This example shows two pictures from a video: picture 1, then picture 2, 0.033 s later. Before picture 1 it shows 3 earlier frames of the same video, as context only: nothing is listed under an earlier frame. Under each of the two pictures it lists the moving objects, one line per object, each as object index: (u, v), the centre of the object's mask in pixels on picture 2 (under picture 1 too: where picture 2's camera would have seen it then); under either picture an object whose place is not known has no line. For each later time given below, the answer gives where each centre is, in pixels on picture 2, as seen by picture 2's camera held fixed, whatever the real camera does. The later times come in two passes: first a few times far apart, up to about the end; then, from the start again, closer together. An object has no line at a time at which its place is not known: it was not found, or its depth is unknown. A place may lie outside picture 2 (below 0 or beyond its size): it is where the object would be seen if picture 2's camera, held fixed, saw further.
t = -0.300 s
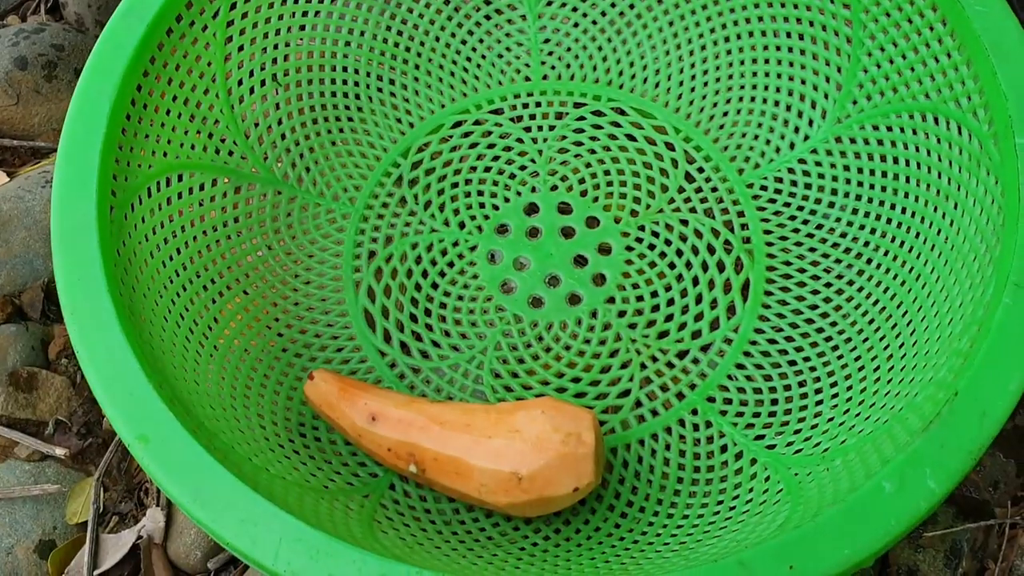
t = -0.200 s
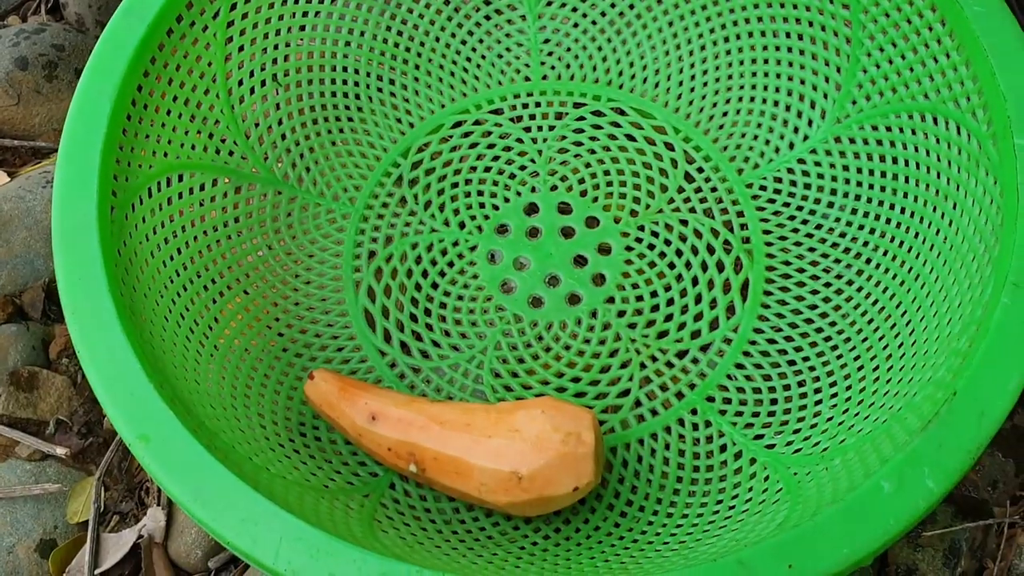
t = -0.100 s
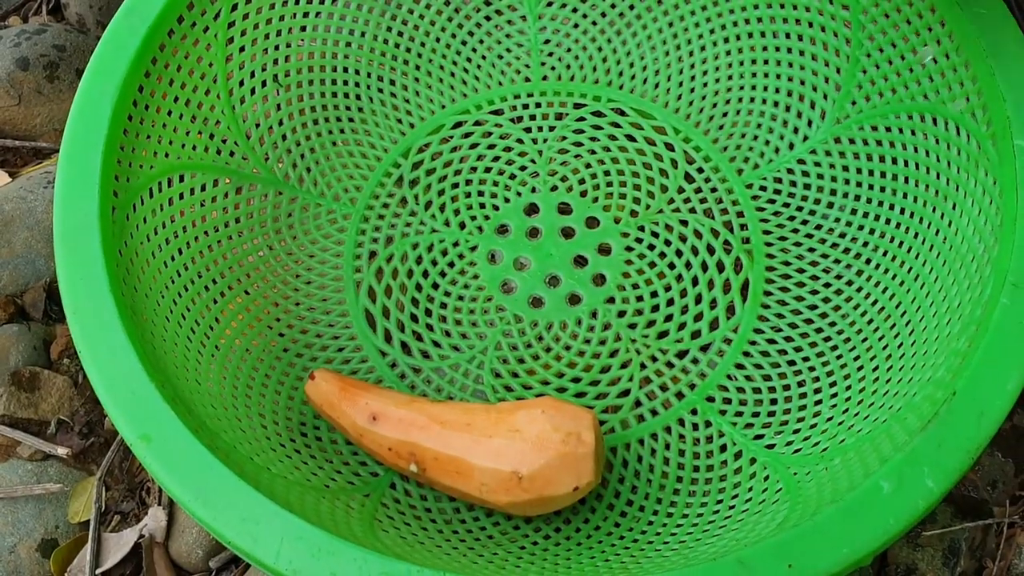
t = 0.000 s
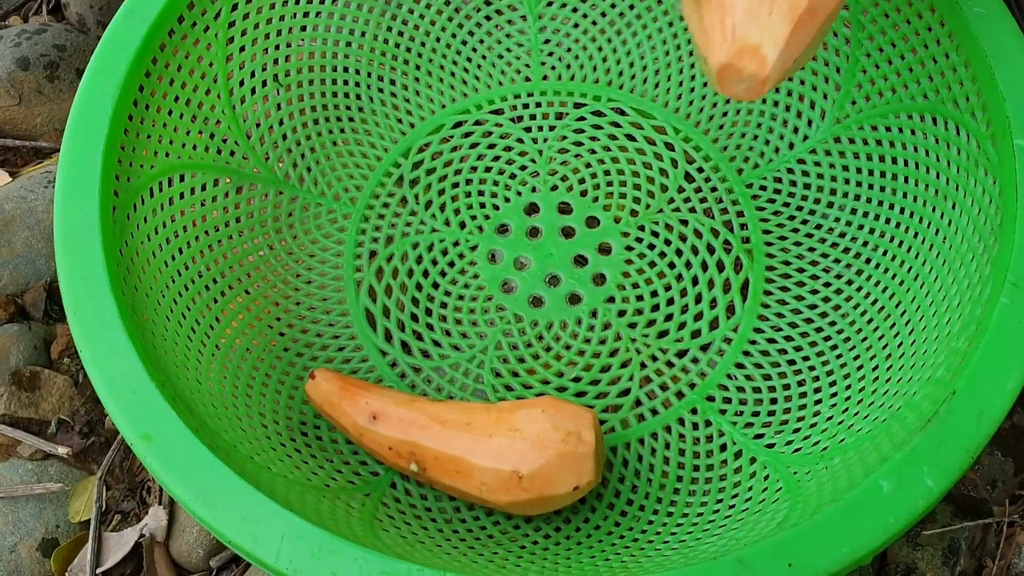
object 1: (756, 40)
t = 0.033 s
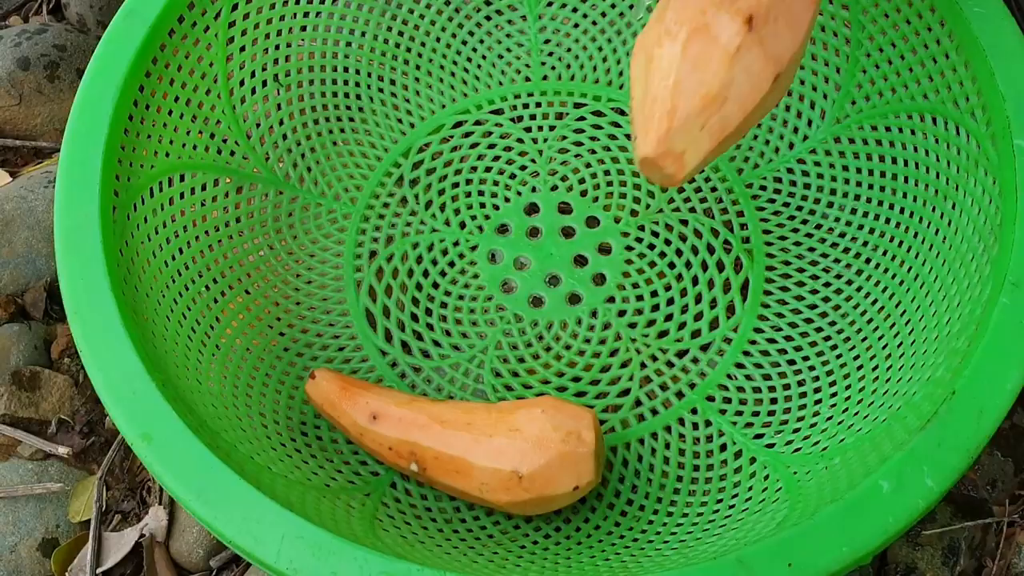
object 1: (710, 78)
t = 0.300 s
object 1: (587, 500)
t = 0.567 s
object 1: (553, 439)
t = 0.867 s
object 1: (541, 459)
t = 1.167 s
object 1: (542, 459)
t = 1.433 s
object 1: (542, 459)
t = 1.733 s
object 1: (542, 459)
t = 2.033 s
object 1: (542, 459)
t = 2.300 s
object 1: (542, 459)
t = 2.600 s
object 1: (542, 459)
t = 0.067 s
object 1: (659, 156)
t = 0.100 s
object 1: (602, 263)
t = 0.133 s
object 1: (583, 311)
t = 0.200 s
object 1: (597, 386)
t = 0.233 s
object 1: (610, 430)
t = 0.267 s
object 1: (610, 488)
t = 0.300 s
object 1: (587, 500)
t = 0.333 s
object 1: (564, 491)
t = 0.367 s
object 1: (550, 484)
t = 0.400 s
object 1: (548, 473)
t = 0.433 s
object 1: (544, 458)
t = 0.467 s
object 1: (545, 451)
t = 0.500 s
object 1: (549, 443)
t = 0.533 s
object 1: (552, 439)
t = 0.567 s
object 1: (553, 439)
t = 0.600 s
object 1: (551, 441)
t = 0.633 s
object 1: (546, 450)
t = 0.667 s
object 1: (544, 458)
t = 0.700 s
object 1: (543, 461)
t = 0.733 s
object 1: (542, 461)
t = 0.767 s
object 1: (542, 459)
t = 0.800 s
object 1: (543, 457)
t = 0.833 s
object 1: (542, 459)
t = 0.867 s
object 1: (541, 459)
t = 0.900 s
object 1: (542, 459)
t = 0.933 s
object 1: (541, 459)
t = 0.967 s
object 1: (542, 459)
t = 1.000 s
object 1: (542, 459)
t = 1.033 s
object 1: (542, 459)
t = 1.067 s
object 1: (541, 459)
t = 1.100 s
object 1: (542, 459)
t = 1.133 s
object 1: (542, 459)
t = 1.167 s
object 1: (542, 459)
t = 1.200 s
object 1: (542, 459)
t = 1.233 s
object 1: (542, 459)
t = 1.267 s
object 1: (541, 459)
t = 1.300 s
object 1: (542, 459)
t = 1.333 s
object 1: (542, 459)
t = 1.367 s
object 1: (542, 459)
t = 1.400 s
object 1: (542, 459)
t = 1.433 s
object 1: (542, 459)
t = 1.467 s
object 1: (542, 459)
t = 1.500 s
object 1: (542, 459)
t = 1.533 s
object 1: (542, 459)
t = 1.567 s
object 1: (542, 459)
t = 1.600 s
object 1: (542, 459)
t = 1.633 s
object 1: (542, 459)
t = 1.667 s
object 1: (542, 459)
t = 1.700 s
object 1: (542, 459)
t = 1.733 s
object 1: (542, 459)
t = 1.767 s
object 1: (542, 459)
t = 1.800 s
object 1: (542, 459)
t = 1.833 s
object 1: (542, 459)
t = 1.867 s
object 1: (542, 459)
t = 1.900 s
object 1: (542, 459)
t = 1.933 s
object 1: (542, 459)
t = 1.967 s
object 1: (542, 459)
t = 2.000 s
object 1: (542, 459)
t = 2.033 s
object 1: (542, 459)
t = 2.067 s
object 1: (542, 459)
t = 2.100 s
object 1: (542, 459)
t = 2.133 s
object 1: (542, 459)
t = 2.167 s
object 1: (542, 459)
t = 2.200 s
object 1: (542, 459)
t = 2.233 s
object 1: (542, 459)
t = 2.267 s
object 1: (542, 459)
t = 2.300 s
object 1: (542, 459)
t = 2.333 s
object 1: (542, 459)
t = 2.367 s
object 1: (542, 459)
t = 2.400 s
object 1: (542, 459)
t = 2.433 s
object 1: (542, 459)
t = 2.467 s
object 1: (542, 459)
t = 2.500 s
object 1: (542, 459)
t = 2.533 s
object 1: (542, 459)
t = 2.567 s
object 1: (542, 459)
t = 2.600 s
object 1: (542, 459)
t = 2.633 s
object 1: (542, 459)
